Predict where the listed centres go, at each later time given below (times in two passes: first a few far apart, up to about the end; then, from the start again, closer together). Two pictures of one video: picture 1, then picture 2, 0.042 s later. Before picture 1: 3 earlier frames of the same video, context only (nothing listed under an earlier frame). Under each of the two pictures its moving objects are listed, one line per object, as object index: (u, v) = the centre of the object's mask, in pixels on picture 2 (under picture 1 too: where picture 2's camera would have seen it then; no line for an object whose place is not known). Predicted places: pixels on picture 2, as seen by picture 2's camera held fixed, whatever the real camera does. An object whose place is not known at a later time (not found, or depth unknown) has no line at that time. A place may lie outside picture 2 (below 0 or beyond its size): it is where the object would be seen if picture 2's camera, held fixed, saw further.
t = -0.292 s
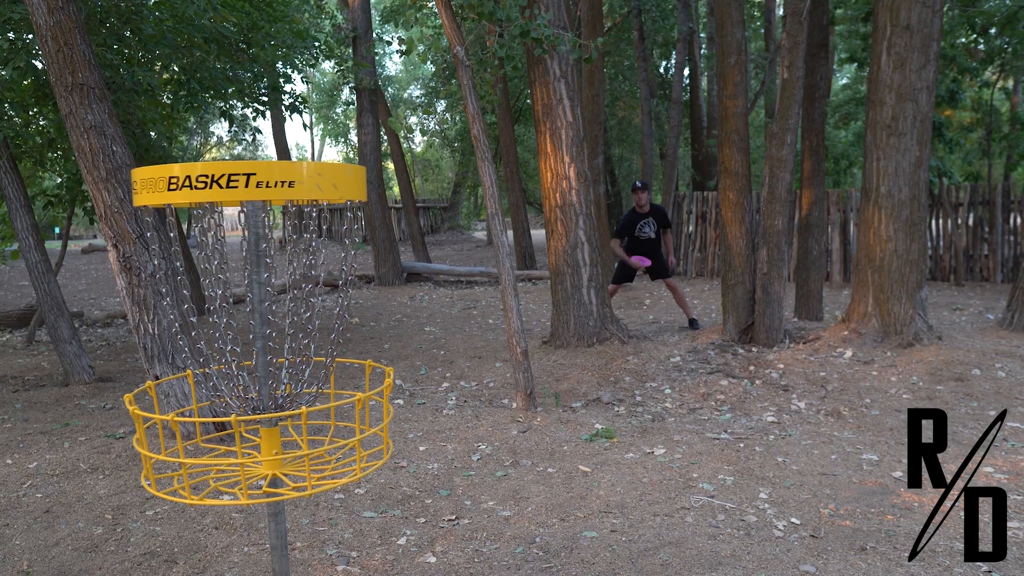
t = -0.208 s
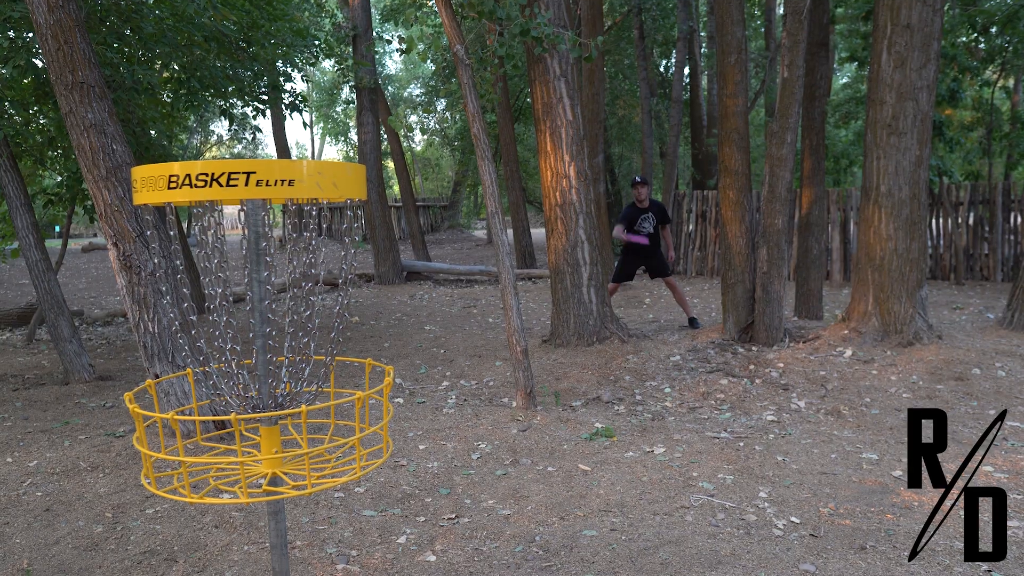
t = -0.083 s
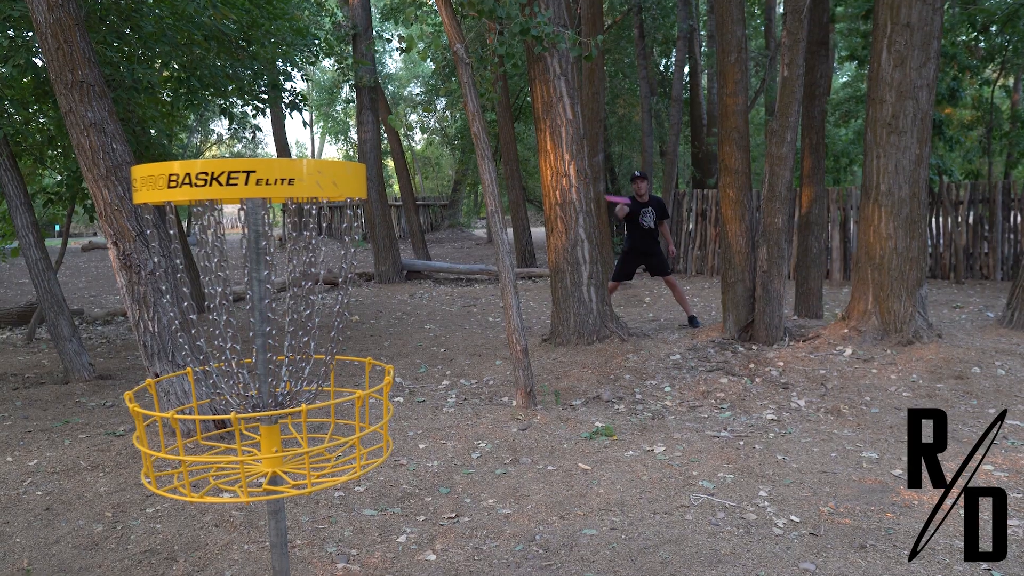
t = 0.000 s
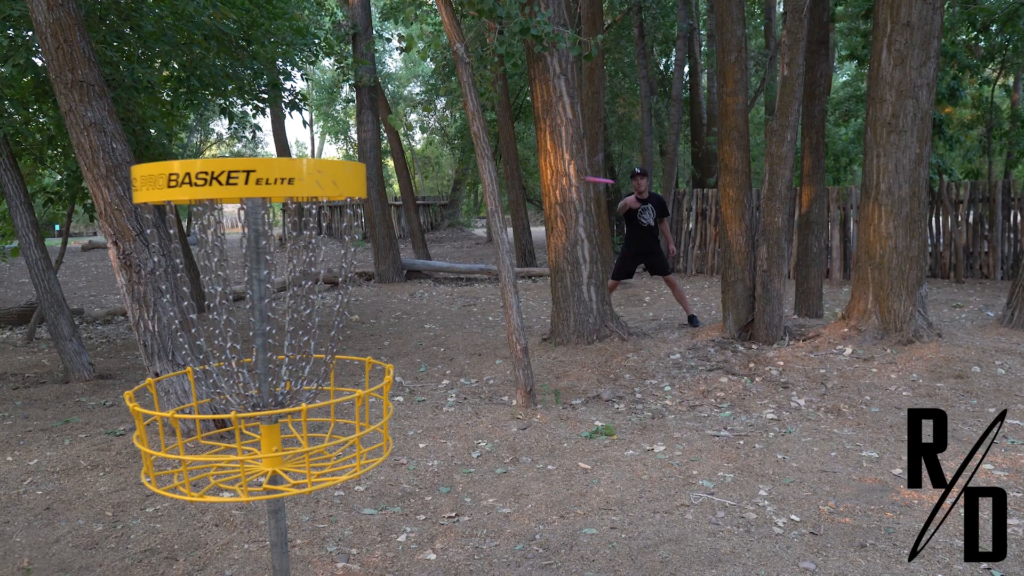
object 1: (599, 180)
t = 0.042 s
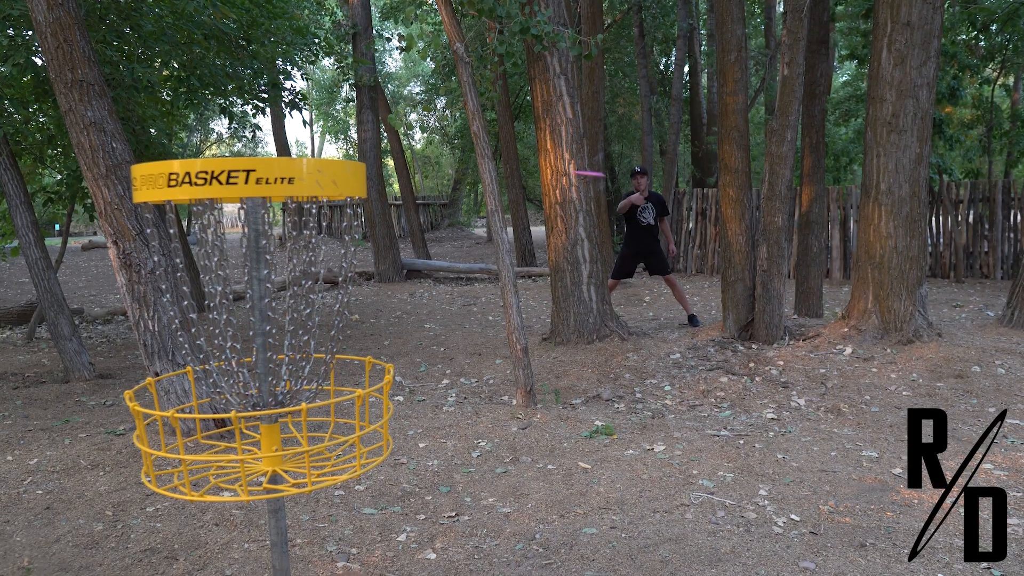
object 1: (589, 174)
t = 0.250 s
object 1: (508, 179)
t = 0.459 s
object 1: (326, 299)
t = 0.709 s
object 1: (299, 373)
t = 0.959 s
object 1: (316, 418)
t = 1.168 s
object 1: (347, 431)
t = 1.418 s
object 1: (344, 454)
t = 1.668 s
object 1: (343, 455)
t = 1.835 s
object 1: (342, 455)
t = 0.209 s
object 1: (529, 171)
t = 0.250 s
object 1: (508, 179)
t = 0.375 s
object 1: (418, 232)
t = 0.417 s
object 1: (382, 266)
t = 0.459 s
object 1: (326, 299)
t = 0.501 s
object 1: (320, 326)
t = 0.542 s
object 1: (318, 337)
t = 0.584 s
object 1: (311, 359)
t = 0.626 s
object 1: (305, 360)
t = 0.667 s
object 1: (300, 365)
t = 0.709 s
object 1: (299, 373)
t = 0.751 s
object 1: (299, 386)
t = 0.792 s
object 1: (301, 405)
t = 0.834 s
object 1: (304, 424)
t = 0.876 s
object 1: (308, 416)
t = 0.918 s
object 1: (311, 415)
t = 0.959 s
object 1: (316, 418)
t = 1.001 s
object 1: (321, 420)
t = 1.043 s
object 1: (330, 428)
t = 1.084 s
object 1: (332, 428)
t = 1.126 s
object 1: (340, 428)
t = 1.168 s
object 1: (347, 431)
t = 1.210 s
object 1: (346, 436)
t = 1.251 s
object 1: (348, 439)
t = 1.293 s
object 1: (347, 447)
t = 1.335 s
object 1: (347, 451)
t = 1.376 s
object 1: (346, 452)
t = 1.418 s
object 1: (344, 454)
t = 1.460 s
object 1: (344, 454)
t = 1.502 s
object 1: (344, 455)
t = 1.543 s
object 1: (343, 455)
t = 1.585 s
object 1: (343, 455)
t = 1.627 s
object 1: (343, 455)
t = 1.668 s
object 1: (343, 455)
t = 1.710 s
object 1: (343, 455)
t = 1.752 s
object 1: (343, 455)
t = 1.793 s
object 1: (342, 455)
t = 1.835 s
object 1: (342, 455)
